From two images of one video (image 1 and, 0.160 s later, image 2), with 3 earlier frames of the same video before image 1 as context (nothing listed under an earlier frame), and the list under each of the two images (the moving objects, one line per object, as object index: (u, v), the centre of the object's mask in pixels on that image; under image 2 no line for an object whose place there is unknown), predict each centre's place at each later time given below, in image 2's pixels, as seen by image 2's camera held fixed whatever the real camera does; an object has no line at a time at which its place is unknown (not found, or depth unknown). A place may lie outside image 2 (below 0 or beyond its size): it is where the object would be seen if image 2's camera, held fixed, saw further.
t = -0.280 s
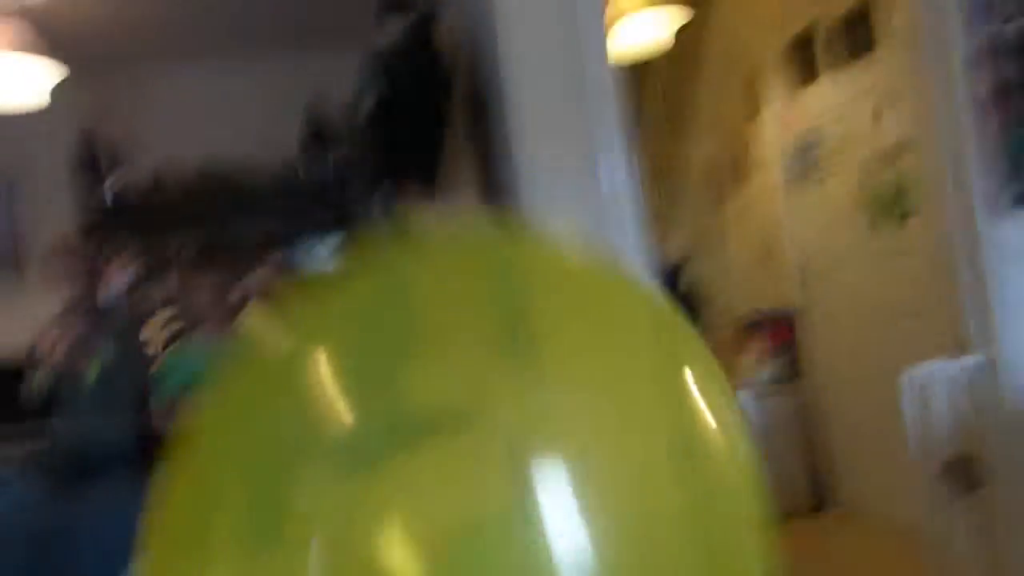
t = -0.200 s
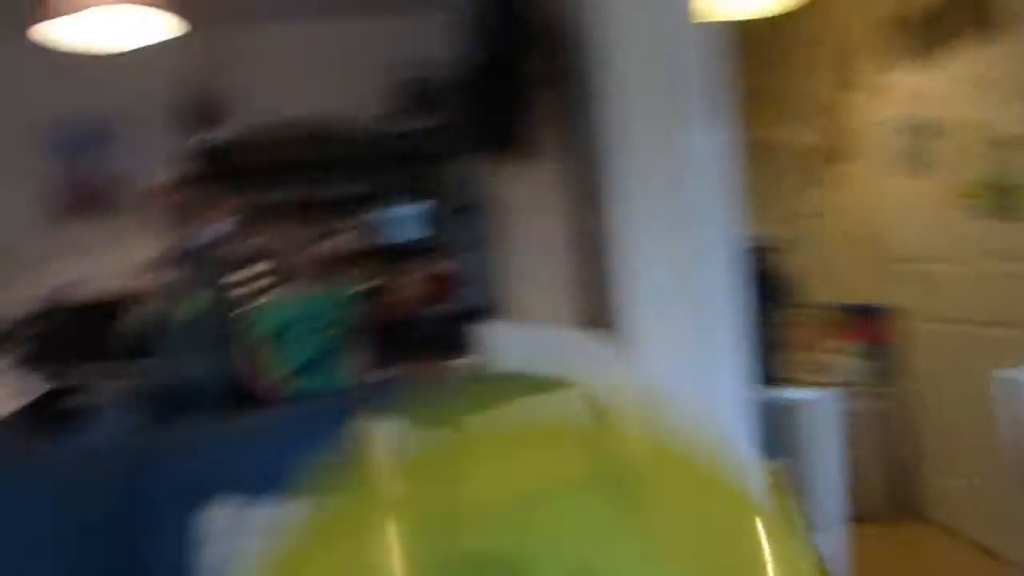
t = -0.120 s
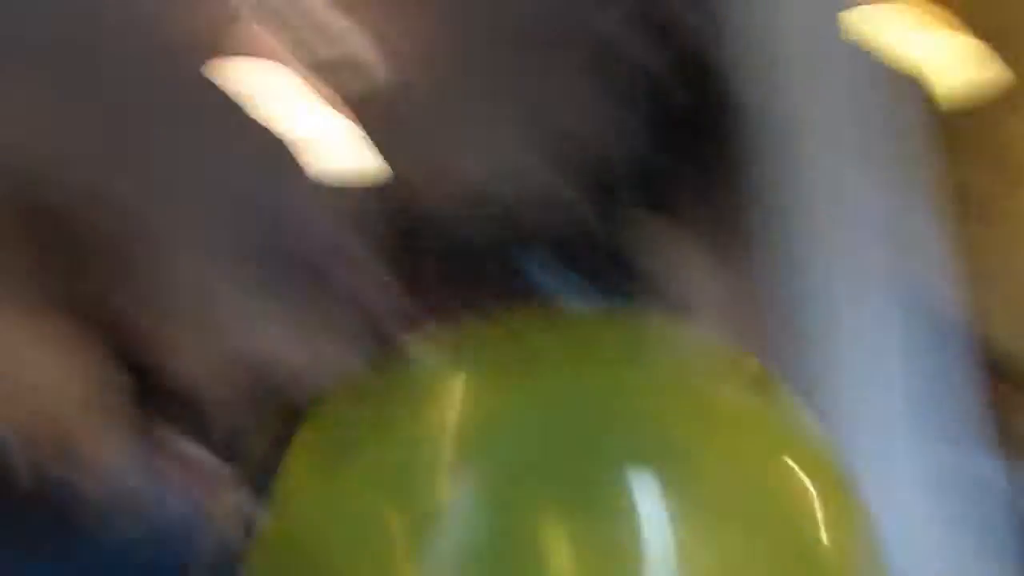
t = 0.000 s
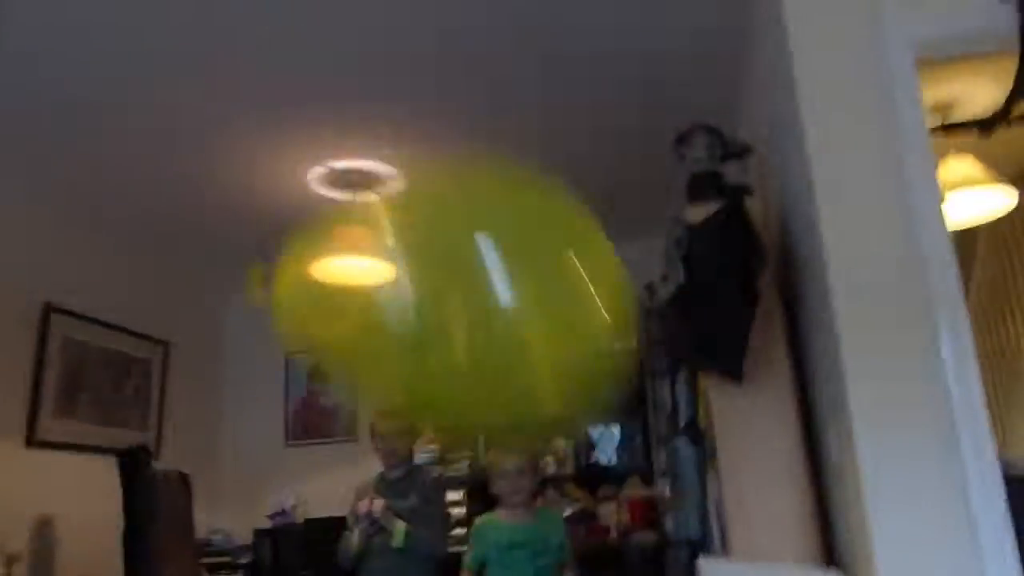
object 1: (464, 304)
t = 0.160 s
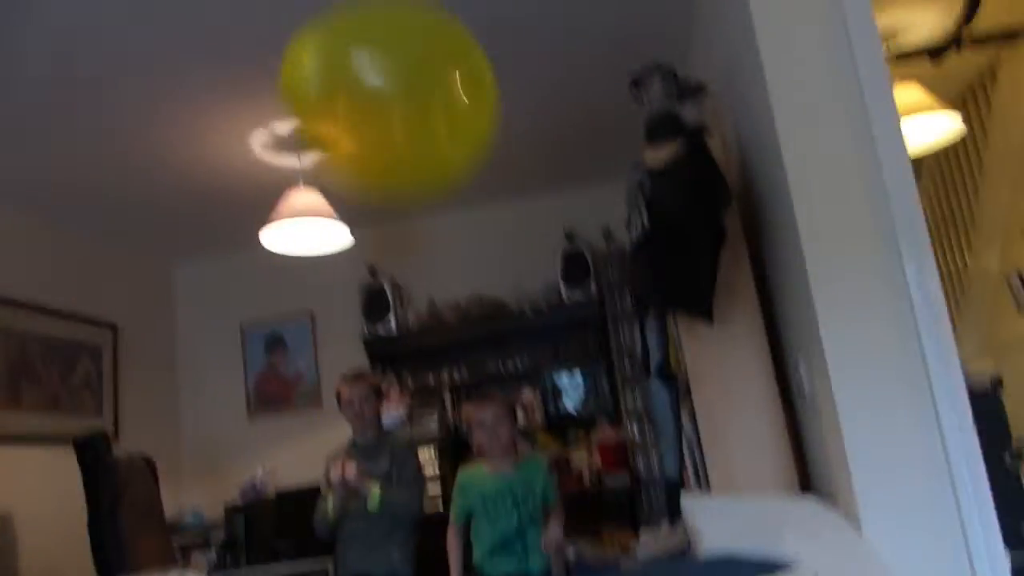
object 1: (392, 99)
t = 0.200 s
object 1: (396, 88)
